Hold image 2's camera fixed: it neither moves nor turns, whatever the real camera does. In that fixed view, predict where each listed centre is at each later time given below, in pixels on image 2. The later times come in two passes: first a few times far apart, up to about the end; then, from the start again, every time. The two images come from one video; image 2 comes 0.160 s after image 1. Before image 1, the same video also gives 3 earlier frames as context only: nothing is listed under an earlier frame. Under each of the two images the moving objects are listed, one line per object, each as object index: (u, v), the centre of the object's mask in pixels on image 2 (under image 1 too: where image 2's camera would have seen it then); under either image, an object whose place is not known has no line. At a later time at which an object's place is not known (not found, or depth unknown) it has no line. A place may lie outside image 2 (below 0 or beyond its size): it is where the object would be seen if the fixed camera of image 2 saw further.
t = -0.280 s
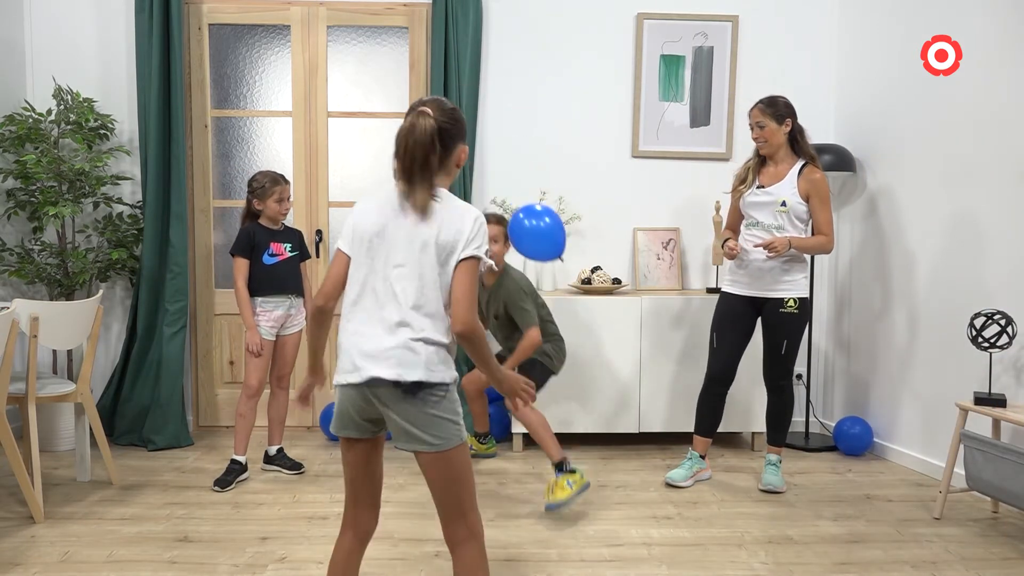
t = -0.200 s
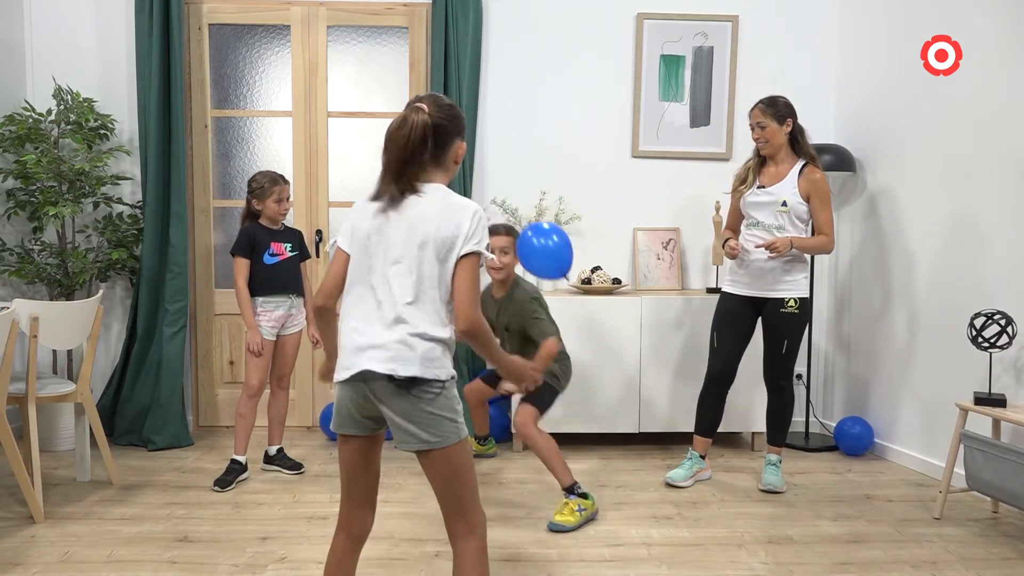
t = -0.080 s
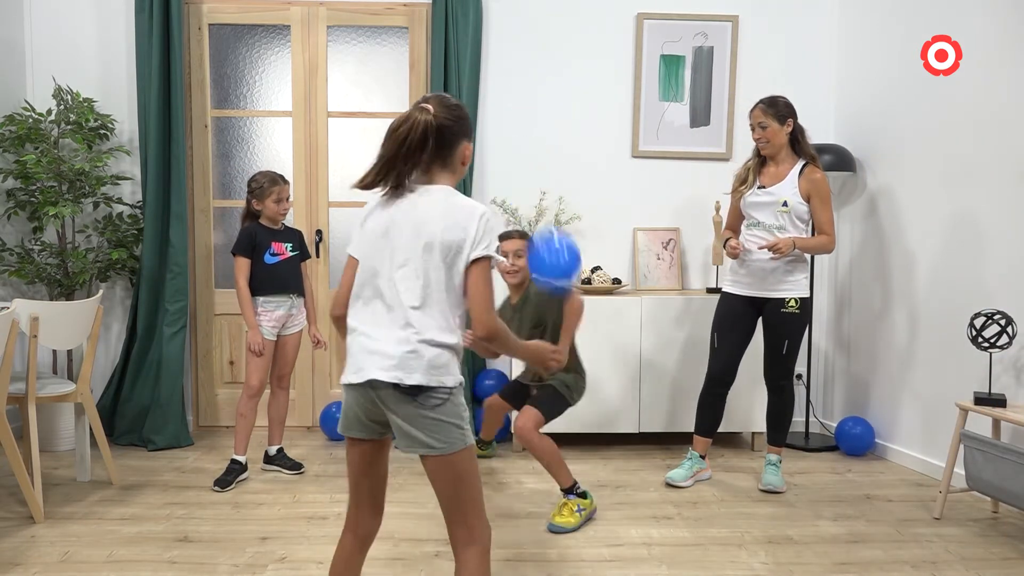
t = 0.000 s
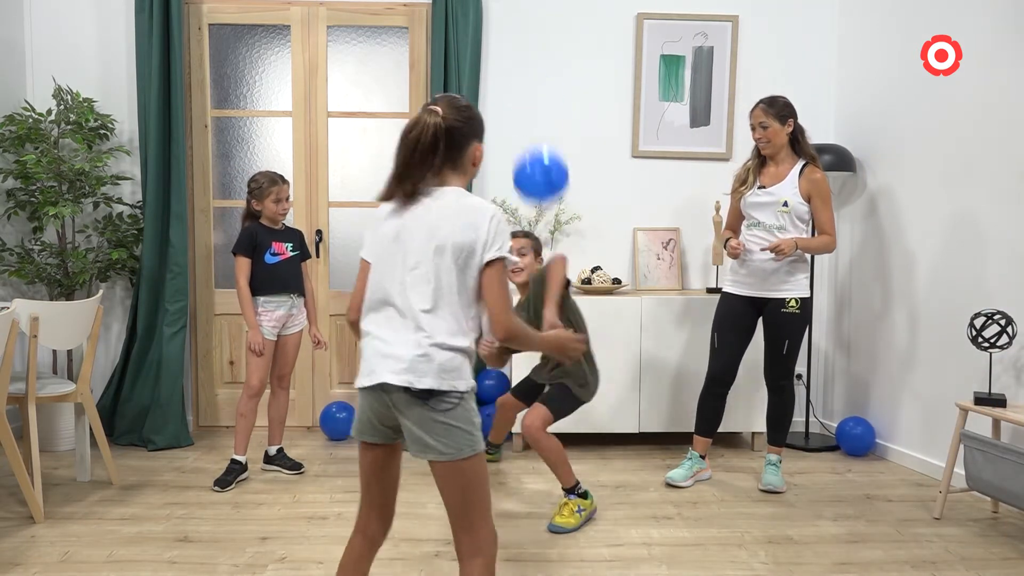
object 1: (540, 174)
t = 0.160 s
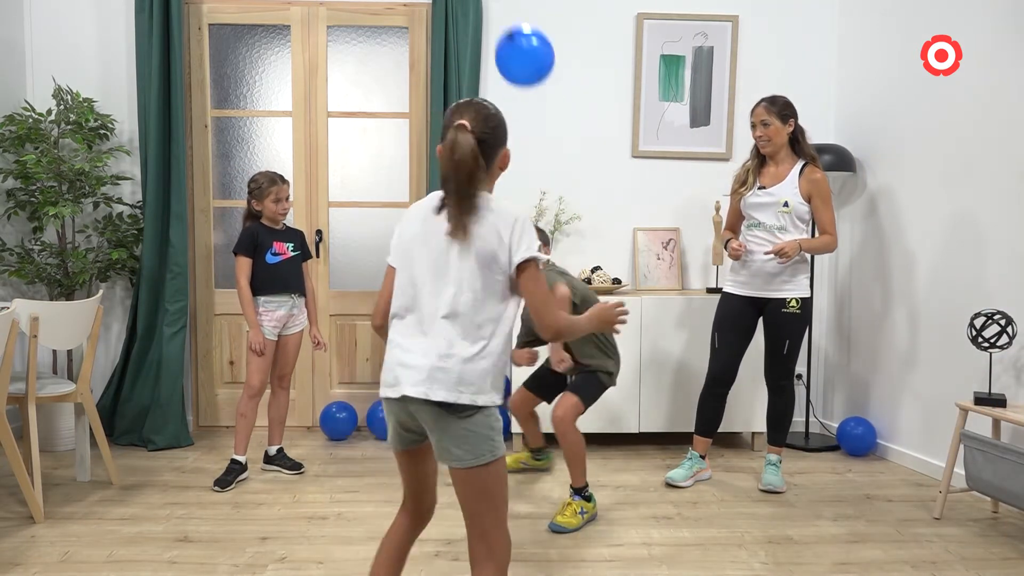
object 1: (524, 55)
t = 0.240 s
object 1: (515, 28)
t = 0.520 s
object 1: (486, 22)
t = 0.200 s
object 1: (519, 38)
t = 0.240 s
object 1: (515, 28)
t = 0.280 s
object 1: (511, 22)
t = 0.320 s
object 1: (508, 19)
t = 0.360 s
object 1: (503, 17)
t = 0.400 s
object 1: (499, 17)
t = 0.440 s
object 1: (494, 17)
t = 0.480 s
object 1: (490, 19)
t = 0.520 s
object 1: (486, 22)
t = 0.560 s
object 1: (483, 26)
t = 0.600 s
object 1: (480, 30)
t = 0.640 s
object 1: (478, 35)
